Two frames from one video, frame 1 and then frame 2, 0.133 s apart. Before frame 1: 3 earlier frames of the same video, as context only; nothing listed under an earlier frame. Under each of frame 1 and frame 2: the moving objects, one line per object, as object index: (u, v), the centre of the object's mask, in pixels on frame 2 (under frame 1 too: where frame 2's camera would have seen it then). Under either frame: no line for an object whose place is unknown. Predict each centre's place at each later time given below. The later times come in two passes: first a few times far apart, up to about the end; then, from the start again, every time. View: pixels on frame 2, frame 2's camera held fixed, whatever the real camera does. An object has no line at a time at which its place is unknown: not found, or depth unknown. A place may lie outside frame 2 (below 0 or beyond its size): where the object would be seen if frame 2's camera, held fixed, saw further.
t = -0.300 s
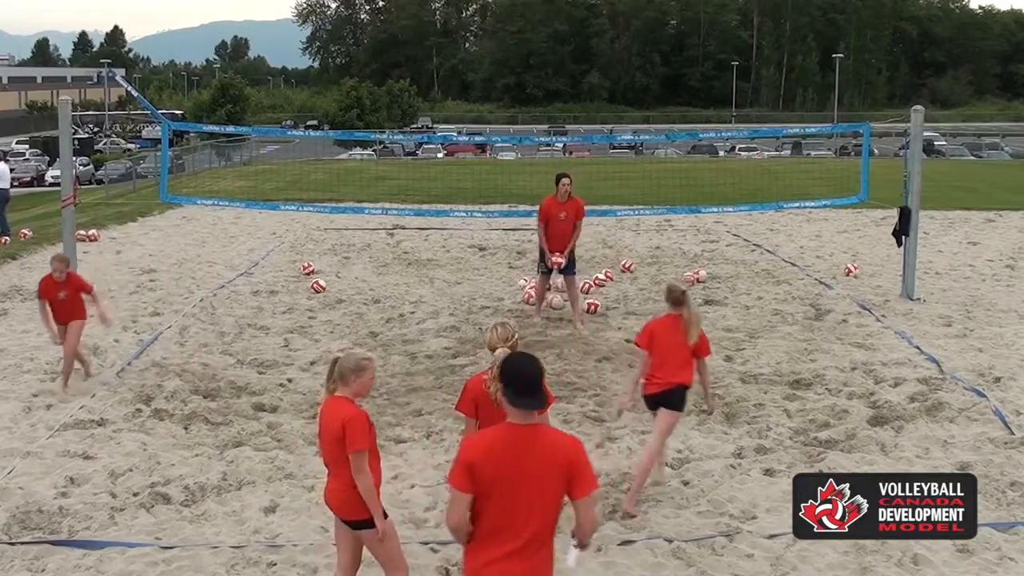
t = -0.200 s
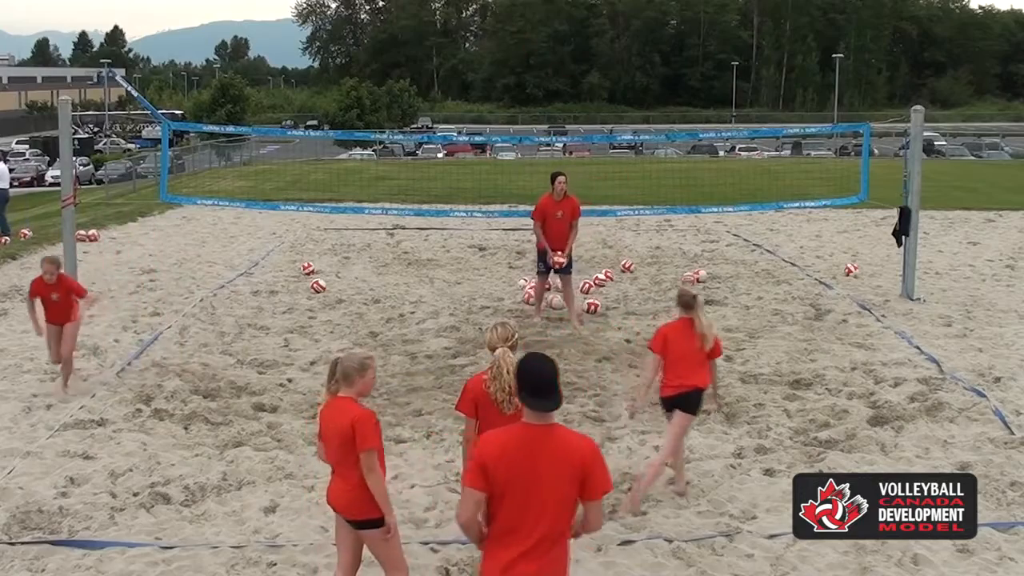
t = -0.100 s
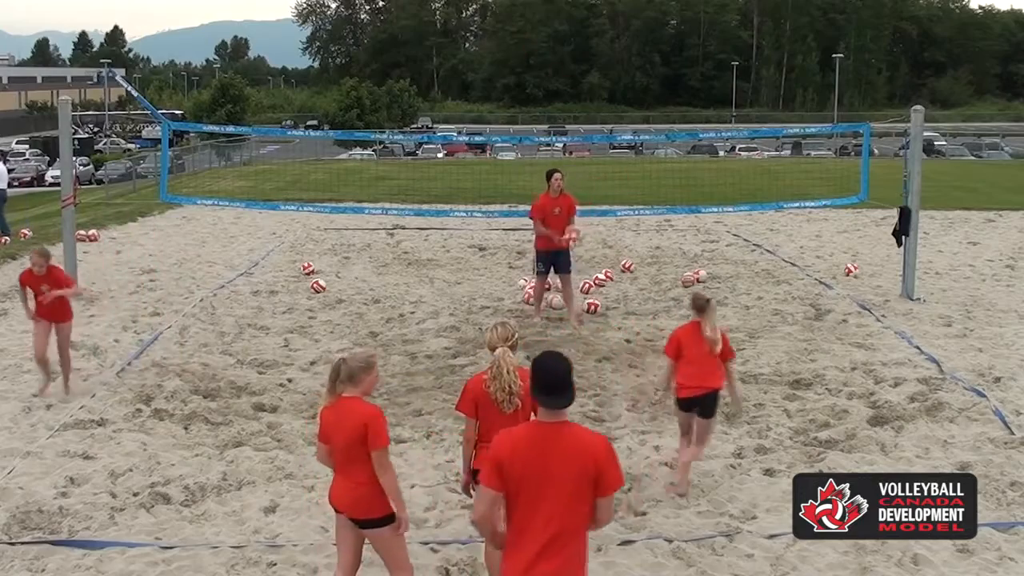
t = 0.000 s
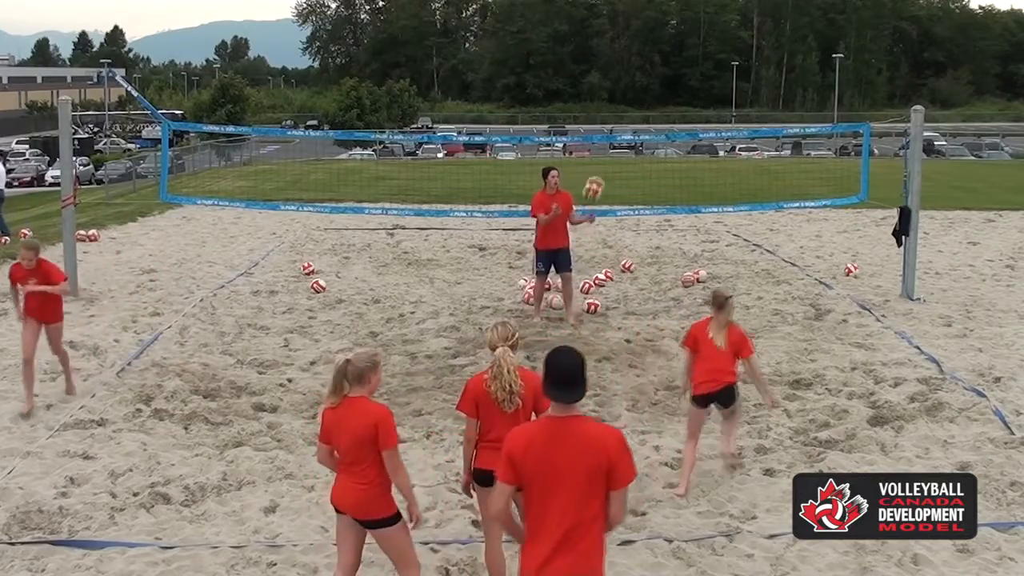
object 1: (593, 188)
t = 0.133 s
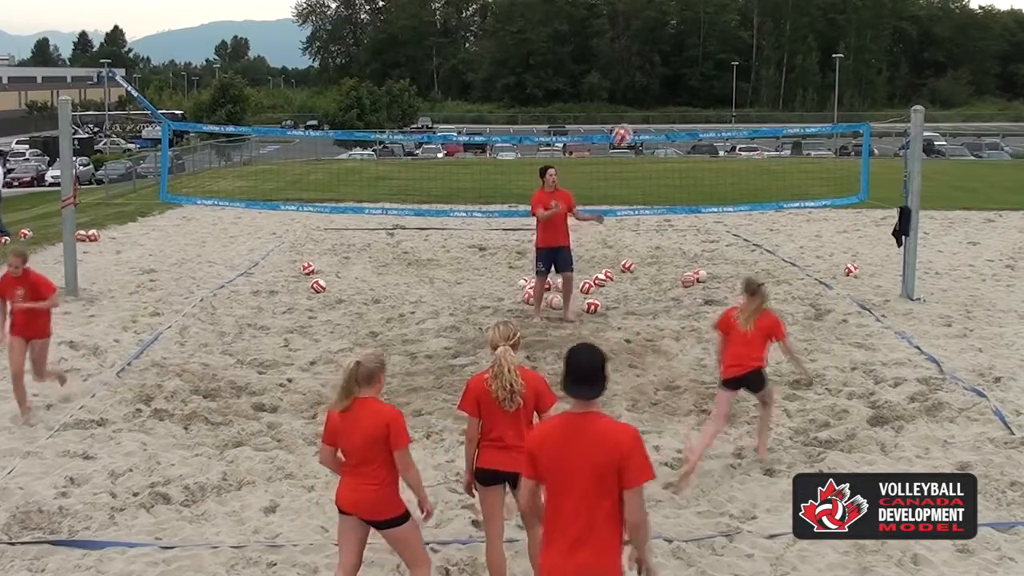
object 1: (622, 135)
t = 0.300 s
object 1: (659, 90)
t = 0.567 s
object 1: (719, 68)
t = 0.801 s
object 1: (774, 104)
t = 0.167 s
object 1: (630, 123)
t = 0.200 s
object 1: (637, 113)
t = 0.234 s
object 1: (645, 105)
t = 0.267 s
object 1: (652, 97)
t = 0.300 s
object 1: (659, 90)
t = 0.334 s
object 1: (667, 84)
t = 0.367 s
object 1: (674, 79)
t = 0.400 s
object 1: (682, 74)
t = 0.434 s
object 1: (690, 71)
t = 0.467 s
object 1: (697, 69)
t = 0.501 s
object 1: (705, 67)
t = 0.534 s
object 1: (712, 67)
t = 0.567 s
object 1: (719, 68)
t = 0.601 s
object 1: (728, 70)
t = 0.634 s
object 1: (735, 73)
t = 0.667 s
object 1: (743, 77)
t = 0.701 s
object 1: (751, 83)
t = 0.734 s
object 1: (759, 90)
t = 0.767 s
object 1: (766, 96)
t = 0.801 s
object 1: (774, 104)
